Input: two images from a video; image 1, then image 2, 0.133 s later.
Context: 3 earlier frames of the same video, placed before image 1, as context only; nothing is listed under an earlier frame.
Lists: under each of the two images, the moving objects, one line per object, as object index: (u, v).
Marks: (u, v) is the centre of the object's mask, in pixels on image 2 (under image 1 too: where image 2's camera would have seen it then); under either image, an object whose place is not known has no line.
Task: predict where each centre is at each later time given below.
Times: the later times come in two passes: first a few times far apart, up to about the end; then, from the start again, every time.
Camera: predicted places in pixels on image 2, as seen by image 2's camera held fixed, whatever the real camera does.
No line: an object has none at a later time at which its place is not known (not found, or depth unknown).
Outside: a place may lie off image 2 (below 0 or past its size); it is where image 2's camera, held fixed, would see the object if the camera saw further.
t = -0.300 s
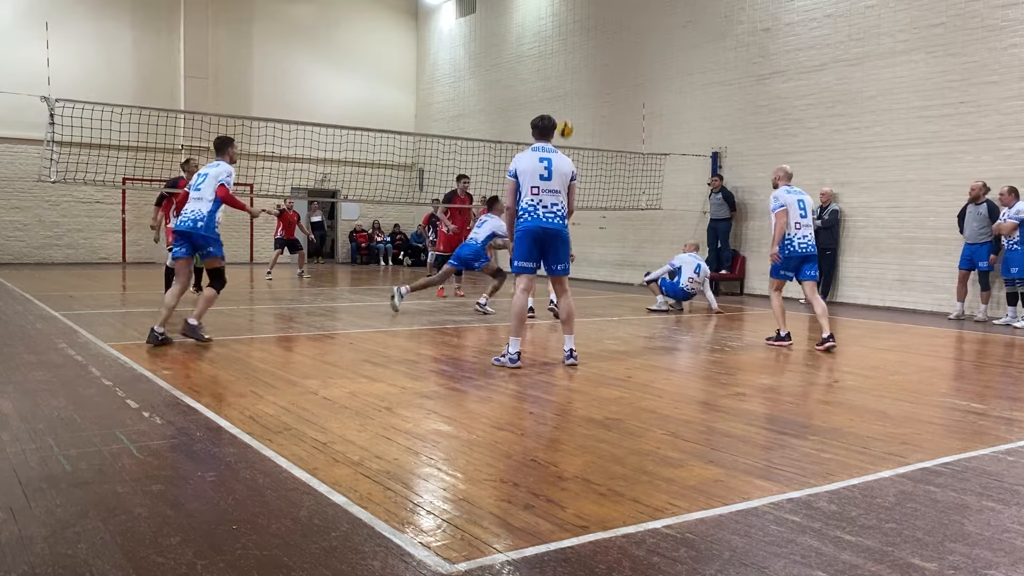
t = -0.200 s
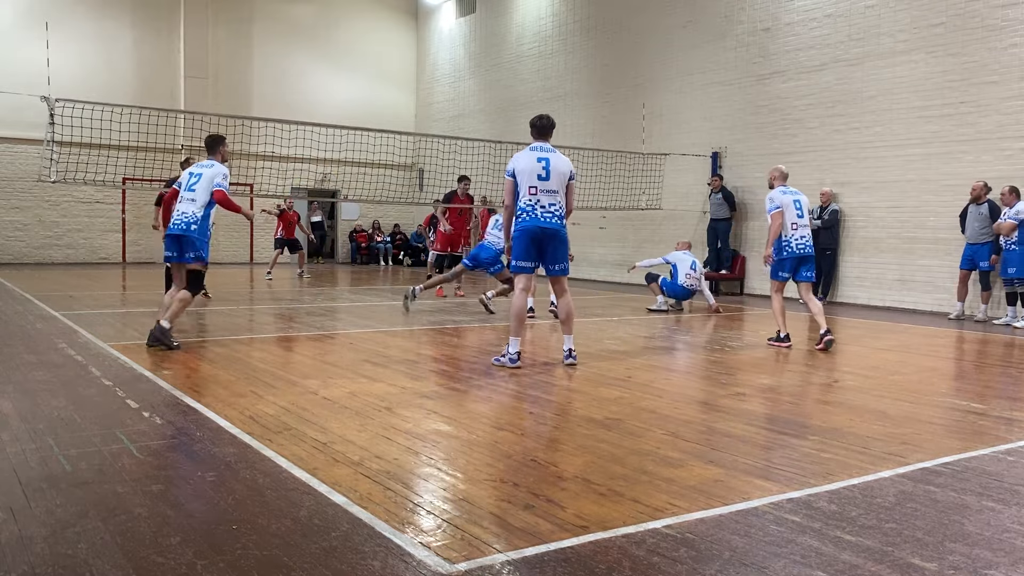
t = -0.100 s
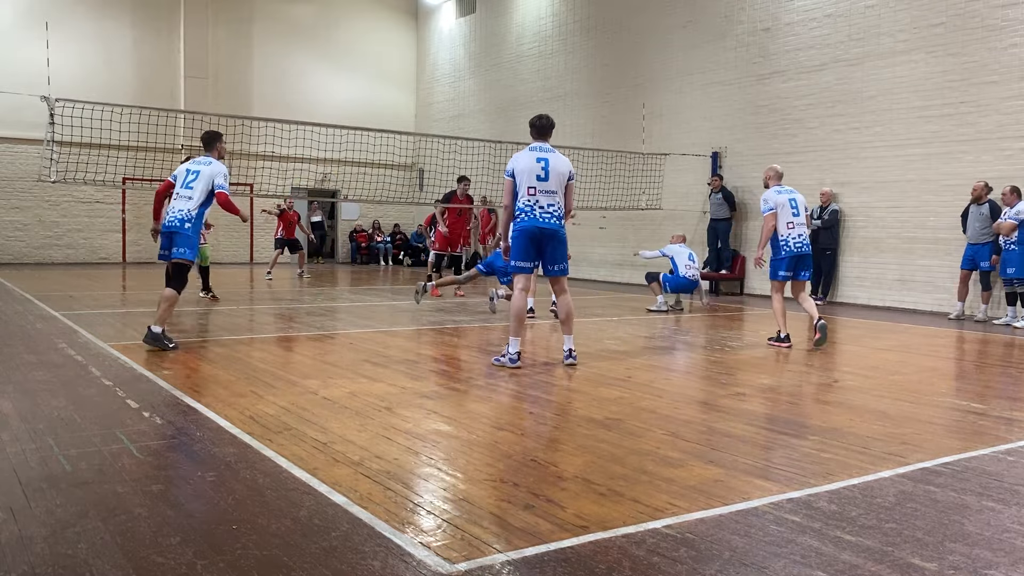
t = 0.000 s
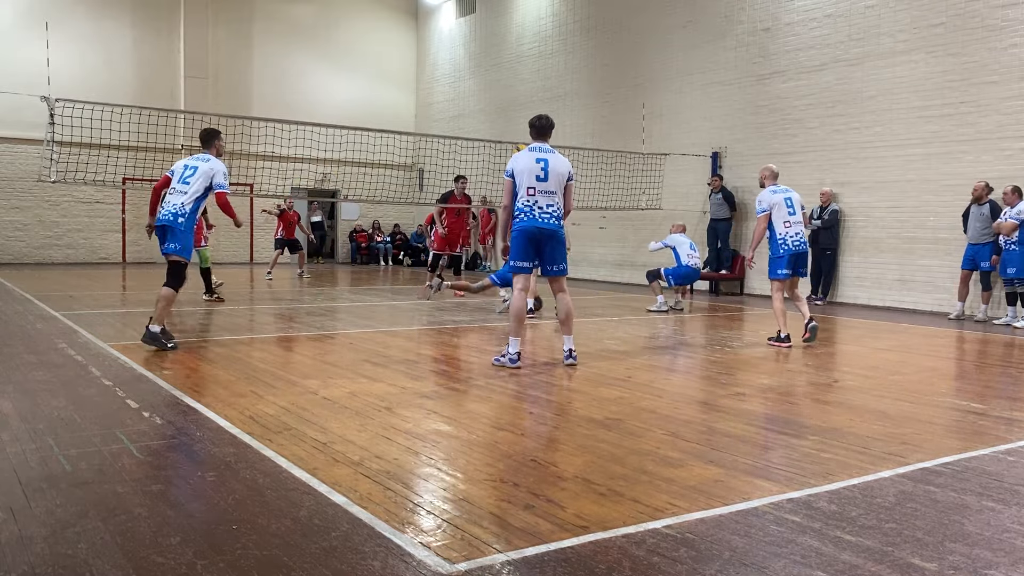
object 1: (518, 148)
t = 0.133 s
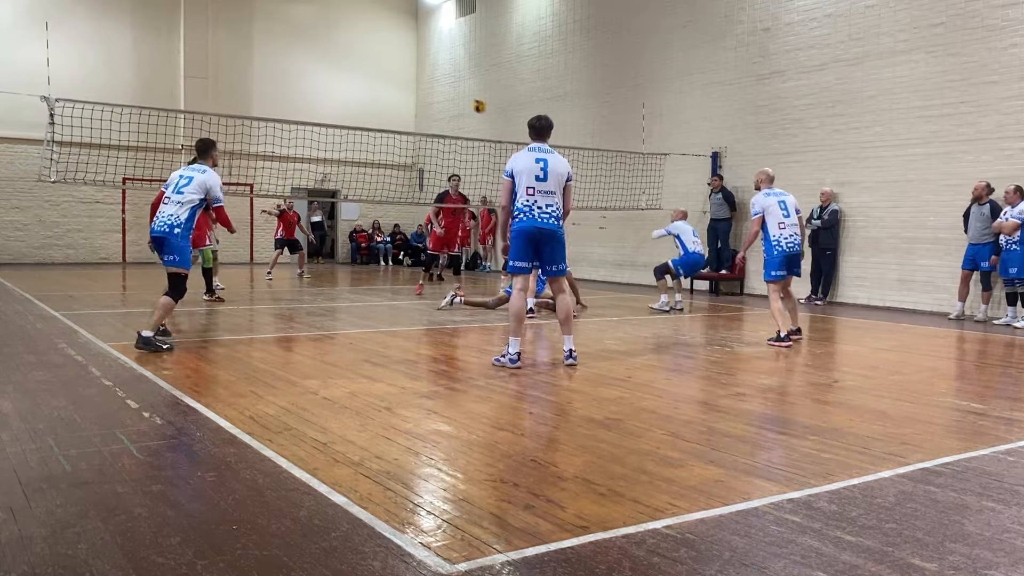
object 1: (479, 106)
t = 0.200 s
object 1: (459, 88)
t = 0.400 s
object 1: (402, 55)
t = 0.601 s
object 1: (350, 53)
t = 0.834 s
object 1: (295, 80)
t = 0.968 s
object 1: (267, 108)
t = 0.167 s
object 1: (468, 96)
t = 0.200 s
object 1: (459, 88)
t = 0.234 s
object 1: (449, 80)
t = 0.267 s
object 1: (439, 74)
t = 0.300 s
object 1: (430, 68)
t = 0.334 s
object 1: (420, 63)
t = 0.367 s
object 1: (411, 59)
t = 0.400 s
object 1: (402, 55)
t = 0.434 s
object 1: (393, 54)
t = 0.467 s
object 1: (384, 52)
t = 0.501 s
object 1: (375, 51)
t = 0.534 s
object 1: (367, 51)
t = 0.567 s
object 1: (358, 51)
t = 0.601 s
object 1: (350, 53)
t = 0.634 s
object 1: (341, 55)
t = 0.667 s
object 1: (334, 57)
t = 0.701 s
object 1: (326, 61)
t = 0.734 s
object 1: (318, 64)
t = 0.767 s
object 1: (310, 69)
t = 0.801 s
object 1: (302, 74)
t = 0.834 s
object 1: (295, 80)
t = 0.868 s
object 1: (288, 86)
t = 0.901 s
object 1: (281, 93)
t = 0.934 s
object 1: (275, 100)
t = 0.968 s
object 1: (267, 108)
